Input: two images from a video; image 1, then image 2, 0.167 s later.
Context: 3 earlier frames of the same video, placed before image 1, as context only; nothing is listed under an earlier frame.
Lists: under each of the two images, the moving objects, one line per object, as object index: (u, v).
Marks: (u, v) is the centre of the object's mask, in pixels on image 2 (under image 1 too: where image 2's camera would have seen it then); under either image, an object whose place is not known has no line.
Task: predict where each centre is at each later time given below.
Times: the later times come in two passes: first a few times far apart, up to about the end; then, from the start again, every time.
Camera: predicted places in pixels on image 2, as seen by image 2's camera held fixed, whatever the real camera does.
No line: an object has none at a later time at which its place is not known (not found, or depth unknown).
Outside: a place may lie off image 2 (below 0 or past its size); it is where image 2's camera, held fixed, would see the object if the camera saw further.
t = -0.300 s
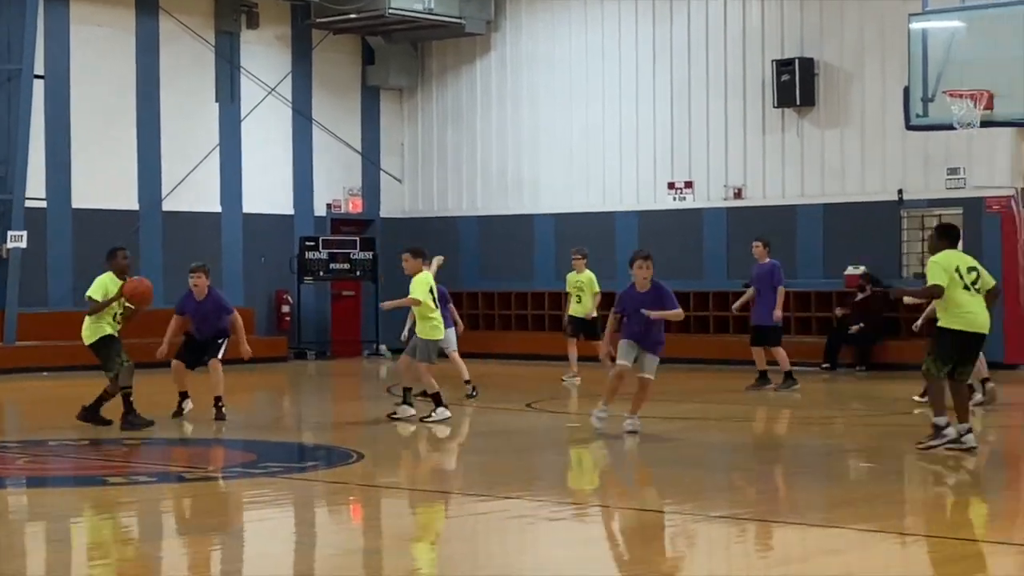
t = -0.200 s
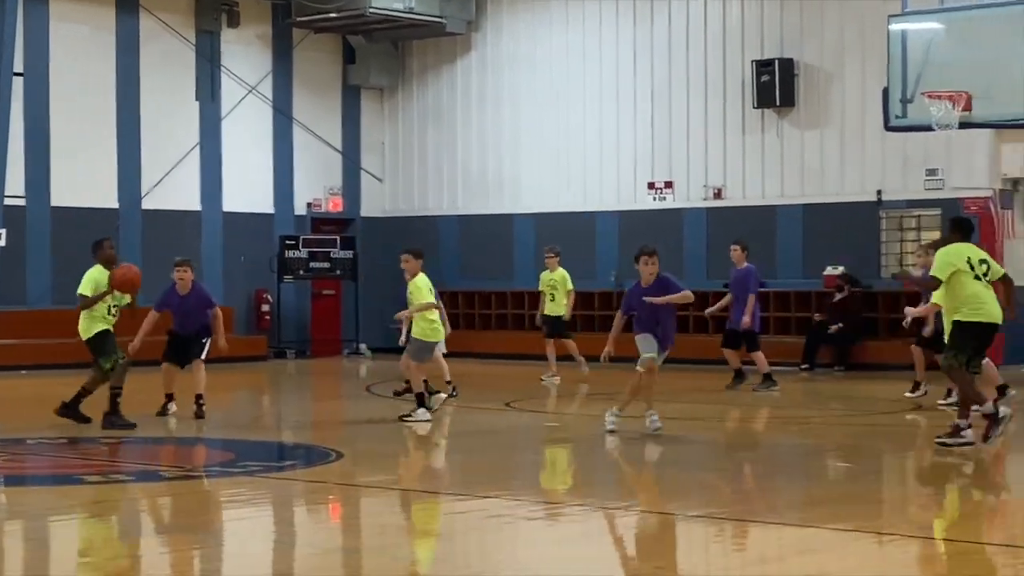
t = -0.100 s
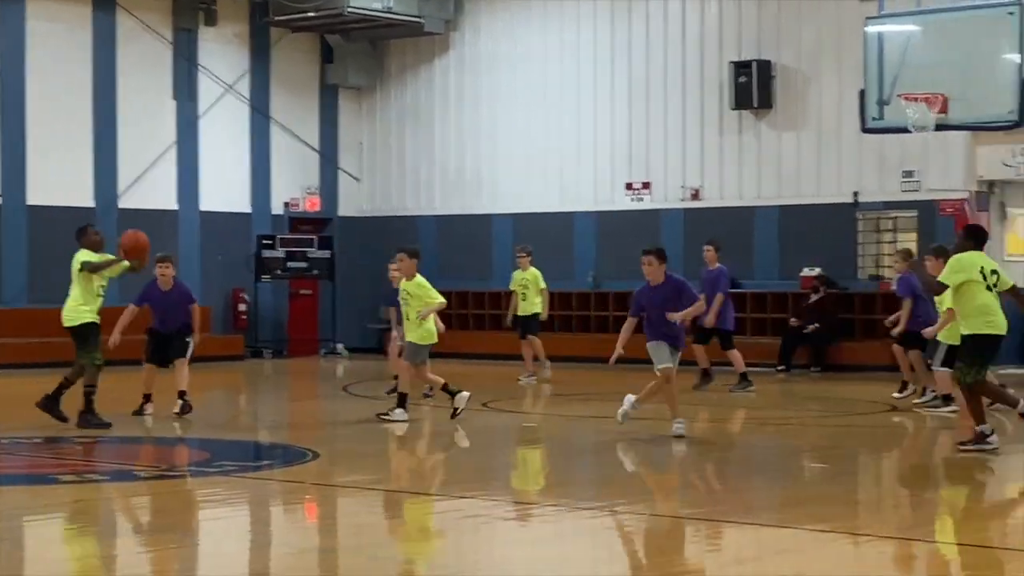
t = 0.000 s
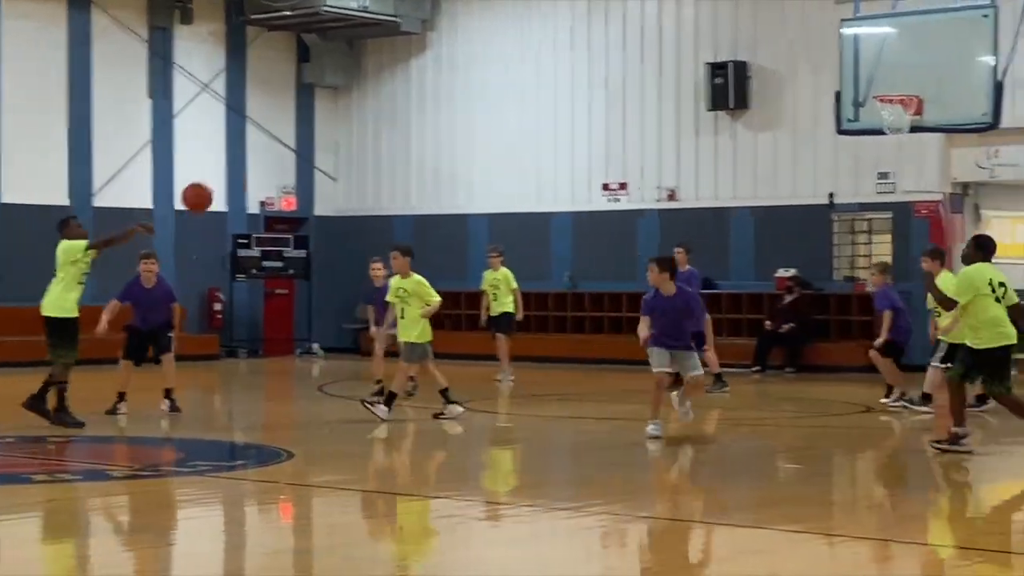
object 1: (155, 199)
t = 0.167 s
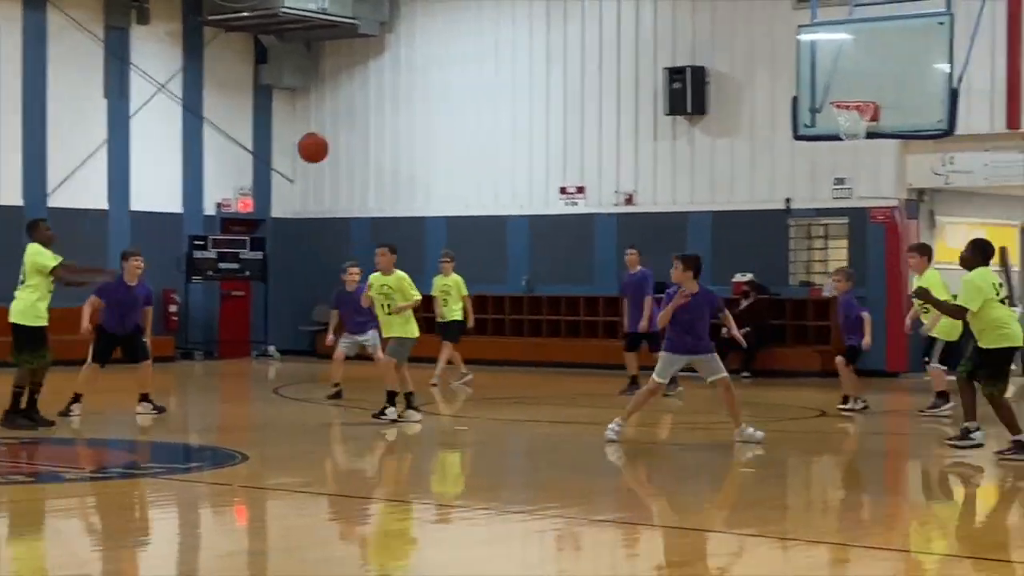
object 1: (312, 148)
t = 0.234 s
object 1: (376, 137)
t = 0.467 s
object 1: (597, 149)
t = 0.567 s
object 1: (694, 178)
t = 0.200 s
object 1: (344, 141)
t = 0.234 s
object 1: (376, 137)
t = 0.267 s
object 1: (408, 134)
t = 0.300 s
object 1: (438, 132)
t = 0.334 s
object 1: (470, 132)
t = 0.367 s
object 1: (501, 134)
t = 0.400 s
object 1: (533, 138)
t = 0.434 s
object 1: (566, 143)
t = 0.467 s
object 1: (597, 149)
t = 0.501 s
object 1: (629, 157)
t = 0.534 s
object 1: (662, 167)
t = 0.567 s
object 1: (694, 178)
